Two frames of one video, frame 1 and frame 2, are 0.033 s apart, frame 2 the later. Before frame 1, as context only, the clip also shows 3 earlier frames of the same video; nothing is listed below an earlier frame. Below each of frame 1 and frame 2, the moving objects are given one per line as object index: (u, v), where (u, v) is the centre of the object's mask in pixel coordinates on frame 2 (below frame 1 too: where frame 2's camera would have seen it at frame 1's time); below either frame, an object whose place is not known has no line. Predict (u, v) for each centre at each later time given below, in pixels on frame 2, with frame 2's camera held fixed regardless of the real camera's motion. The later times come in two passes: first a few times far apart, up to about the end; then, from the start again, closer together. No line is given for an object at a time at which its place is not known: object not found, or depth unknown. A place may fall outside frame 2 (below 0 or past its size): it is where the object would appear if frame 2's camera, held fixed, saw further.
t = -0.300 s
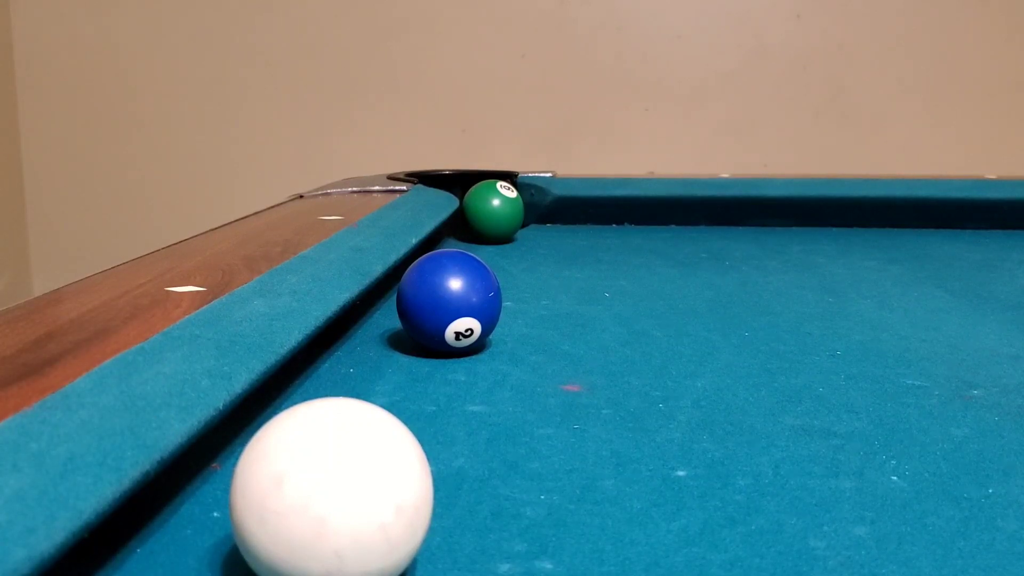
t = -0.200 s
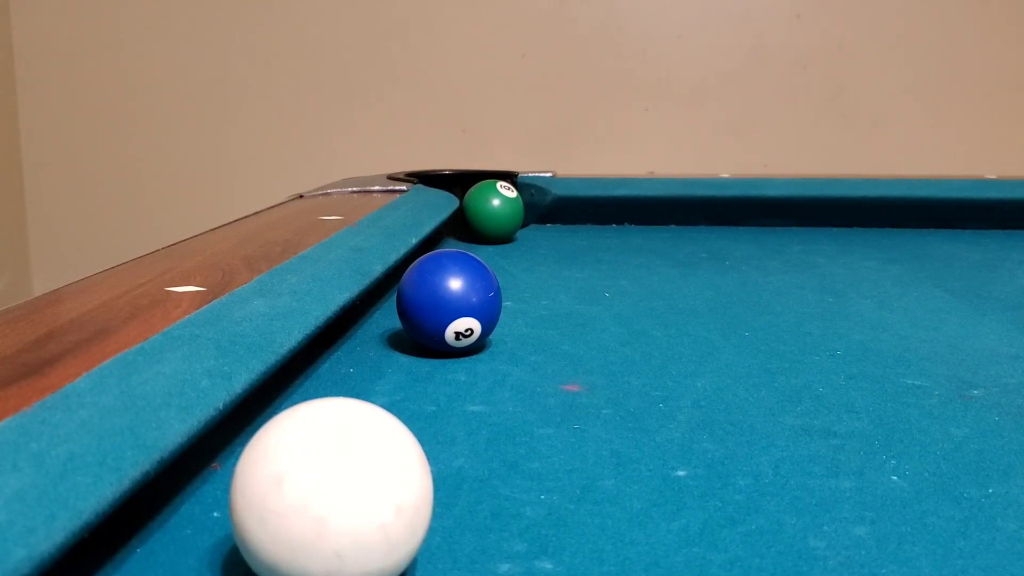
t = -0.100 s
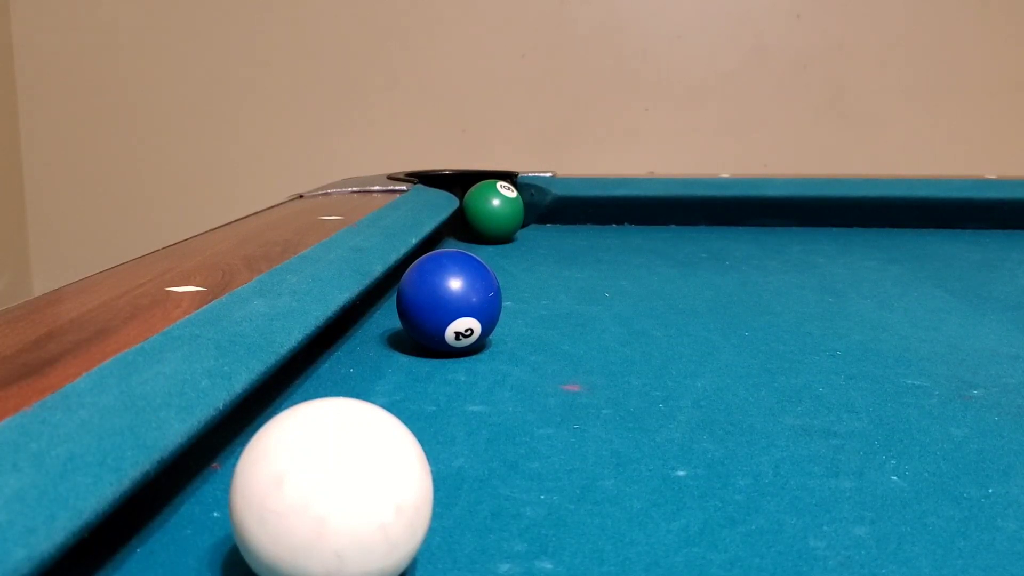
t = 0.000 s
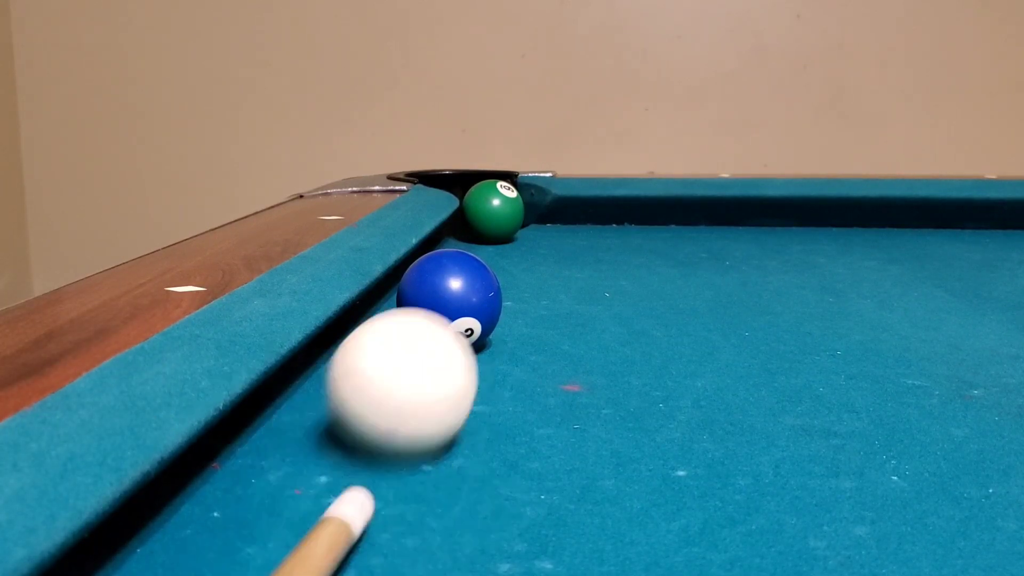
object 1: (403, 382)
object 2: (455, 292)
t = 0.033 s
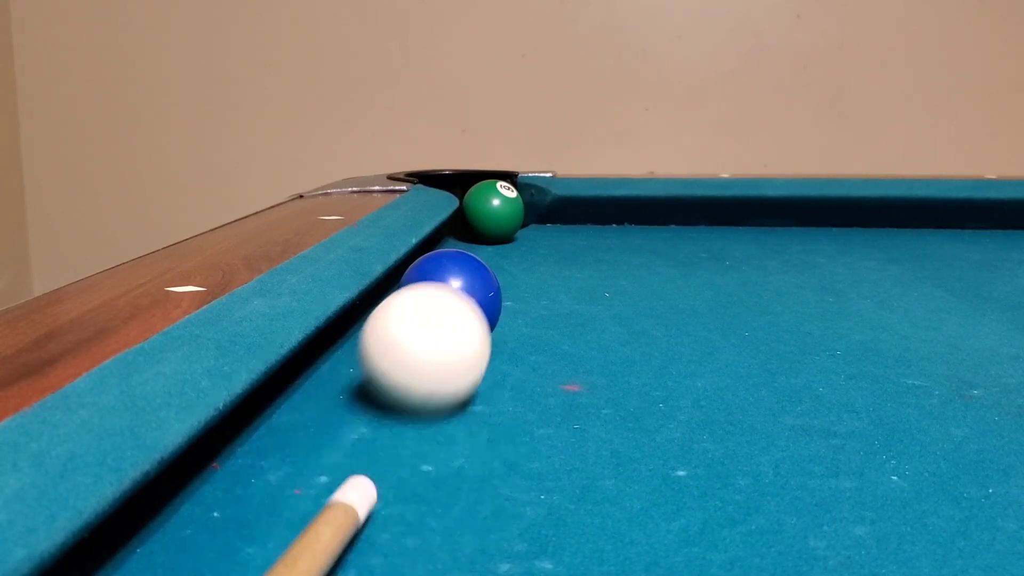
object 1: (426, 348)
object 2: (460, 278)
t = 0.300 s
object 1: (470, 319)
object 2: (476, 228)
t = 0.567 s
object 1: (487, 313)
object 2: (504, 215)
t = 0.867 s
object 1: (483, 314)
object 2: (521, 208)
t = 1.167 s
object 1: (483, 315)
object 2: (531, 203)
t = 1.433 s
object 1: (483, 315)
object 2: (528, 203)
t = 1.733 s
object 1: (484, 315)
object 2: (531, 203)
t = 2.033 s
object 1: (483, 315)
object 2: (531, 203)
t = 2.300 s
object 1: (483, 315)
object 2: (531, 203)
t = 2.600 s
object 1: (483, 315)
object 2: (531, 203)
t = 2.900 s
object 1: (483, 315)
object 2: (531, 203)
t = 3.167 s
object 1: (483, 315)
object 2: (531, 203)
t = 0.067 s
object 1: (441, 327)
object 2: (458, 267)
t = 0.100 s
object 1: (446, 326)
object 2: (461, 257)
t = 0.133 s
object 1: (451, 325)
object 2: (463, 251)
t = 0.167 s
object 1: (456, 323)
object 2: (466, 246)
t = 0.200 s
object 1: (460, 322)
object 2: (468, 241)
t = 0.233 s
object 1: (464, 321)
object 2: (470, 237)
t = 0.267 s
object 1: (468, 320)
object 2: (472, 232)
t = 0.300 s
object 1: (470, 319)
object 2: (476, 228)
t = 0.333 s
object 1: (473, 318)
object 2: (483, 223)
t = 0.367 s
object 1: (475, 317)
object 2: (487, 221)
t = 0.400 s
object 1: (477, 317)
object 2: (490, 220)
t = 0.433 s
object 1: (480, 316)
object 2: (493, 219)
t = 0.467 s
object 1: (482, 315)
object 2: (496, 218)
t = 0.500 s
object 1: (484, 315)
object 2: (499, 217)
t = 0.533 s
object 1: (486, 314)
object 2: (501, 216)
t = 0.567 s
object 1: (487, 313)
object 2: (504, 215)
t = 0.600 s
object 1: (487, 313)
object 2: (507, 213)
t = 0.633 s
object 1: (487, 313)
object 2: (509, 213)
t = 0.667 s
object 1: (486, 313)
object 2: (511, 212)
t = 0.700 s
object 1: (485, 313)
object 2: (513, 211)
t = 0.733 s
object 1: (484, 313)
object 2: (515, 210)
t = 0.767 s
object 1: (483, 313)
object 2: (516, 210)
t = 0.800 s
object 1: (483, 313)
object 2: (518, 209)
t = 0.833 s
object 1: (483, 314)
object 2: (519, 208)
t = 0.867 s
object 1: (483, 314)
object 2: (521, 208)
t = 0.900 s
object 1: (483, 315)
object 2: (522, 207)
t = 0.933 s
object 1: (484, 315)
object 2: (523, 206)
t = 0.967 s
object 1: (484, 315)
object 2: (525, 206)
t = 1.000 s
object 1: (484, 315)
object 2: (526, 205)
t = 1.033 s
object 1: (483, 315)
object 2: (527, 205)
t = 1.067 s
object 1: (483, 315)
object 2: (528, 205)
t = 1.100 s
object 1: (483, 315)
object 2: (530, 204)
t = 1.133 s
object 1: (483, 315)
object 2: (530, 204)
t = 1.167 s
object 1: (483, 315)
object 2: (531, 203)
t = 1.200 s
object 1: (483, 315)
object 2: (532, 203)
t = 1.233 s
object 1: (483, 315)
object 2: (531, 203)
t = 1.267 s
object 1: (483, 315)
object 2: (530, 203)
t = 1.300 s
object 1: (483, 315)
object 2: (529, 203)
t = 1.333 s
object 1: (483, 315)
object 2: (528, 203)
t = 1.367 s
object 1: (483, 315)
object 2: (528, 203)
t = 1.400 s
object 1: (483, 315)
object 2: (528, 203)
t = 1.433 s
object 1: (483, 315)
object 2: (528, 203)
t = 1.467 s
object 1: (483, 315)
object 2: (528, 203)
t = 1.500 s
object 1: (483, 315)
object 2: (528, 203)
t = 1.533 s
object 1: (483, 315)
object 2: (529, 203)
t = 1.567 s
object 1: (483, 315)
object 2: (529, 203)
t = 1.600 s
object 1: (483, 315)
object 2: (529, 203)
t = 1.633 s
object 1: (483, 315)
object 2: (530, 203)
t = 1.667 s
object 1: (484, 315)
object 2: (531, 203)
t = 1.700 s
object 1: (483, 315)
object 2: (531, 203)
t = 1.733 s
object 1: (484, 315)
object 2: (531, 203)
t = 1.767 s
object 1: (483, 315)
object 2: (531, 203)
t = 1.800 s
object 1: (483, 315)
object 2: (531, 203)
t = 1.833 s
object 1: (483, 315)
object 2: (531, 203)
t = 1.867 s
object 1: (483, 315)
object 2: (531, 203)
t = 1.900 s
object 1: (483, 315)
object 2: (531, 203)
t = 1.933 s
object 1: (483, 315)
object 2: (531, 203)
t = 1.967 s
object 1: (483, 315)
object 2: (531, 203)
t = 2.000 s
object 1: (483, 315)
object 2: (531, 203)
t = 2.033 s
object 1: (483, 315)
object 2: (531, 203)
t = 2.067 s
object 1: (483, 315)
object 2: (531, 203)
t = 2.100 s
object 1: (484, 314)
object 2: (531, 203)
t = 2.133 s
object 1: (483, 315)
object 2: (531, 203)
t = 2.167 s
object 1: (483, 315)
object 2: (531, 203)
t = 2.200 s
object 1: (483, 315)
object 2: (531, 203)
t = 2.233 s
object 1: (483, 315)
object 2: (531, 203)
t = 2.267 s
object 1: (483, 315)
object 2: (531, 203)
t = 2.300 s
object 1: (483, 315)
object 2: (531, 203)
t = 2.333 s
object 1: (483, 315)
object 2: (531, 203)
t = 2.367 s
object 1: (483, 315)
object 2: (531, 203)
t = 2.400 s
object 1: (483, 315)
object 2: (531, 203)
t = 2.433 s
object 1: (483, 315)
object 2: (531, 203)
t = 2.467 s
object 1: (484, 315)
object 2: (531, 203)
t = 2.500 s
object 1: (483, 315)
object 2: (531, 203)
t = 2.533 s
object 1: (483, 315)
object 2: (531, 203)
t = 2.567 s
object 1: (483, 315)
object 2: (531, 203)
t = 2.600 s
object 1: (483, 315)
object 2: (531, 203)
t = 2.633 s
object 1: (483, 315)
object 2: (531, 203)
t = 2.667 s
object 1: (484, 315)
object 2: (531, 203)
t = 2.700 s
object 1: (483, 315)
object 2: (531, 203)
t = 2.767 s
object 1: (483, 315)
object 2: (531, 203)
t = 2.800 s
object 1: (483, 315)
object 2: (531, 203)
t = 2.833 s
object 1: (483, 315)
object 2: (531, 203)
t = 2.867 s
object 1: (483, 315)
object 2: (531, 203)
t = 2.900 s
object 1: (483, 315)
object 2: (531, 203)
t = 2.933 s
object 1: (483, 315)
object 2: (531, 203)
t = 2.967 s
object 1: (483, 315)
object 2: (531, 203)
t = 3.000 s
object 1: (484, 315)
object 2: (531, 203)
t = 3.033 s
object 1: (483, 315)
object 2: (531, 203)
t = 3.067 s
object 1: (483, 315)
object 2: (531, 203)
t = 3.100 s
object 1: (483, 315)
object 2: (531, 203)
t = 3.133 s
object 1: (483, 315)
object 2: (531, 203)
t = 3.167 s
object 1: (483, 315)
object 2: (531, 203)
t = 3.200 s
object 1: (483, 315)
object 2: (531, 203)
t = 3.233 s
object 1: (483, 315)
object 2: (531, 203)
